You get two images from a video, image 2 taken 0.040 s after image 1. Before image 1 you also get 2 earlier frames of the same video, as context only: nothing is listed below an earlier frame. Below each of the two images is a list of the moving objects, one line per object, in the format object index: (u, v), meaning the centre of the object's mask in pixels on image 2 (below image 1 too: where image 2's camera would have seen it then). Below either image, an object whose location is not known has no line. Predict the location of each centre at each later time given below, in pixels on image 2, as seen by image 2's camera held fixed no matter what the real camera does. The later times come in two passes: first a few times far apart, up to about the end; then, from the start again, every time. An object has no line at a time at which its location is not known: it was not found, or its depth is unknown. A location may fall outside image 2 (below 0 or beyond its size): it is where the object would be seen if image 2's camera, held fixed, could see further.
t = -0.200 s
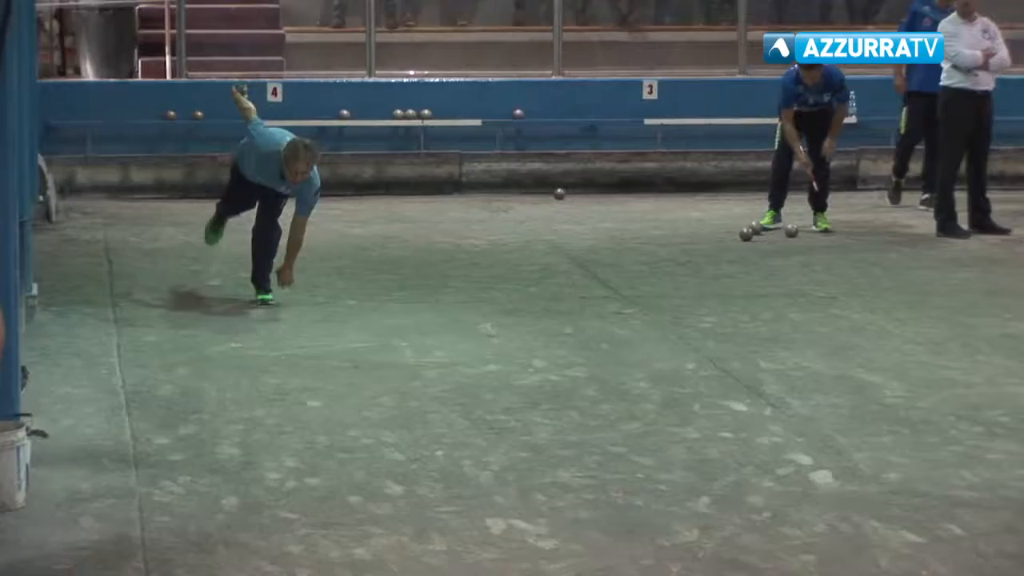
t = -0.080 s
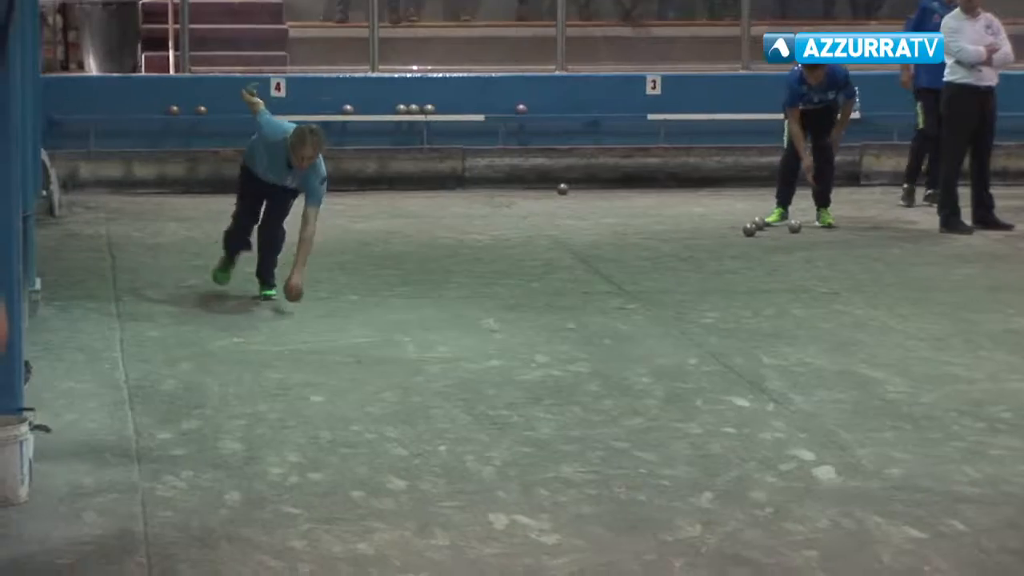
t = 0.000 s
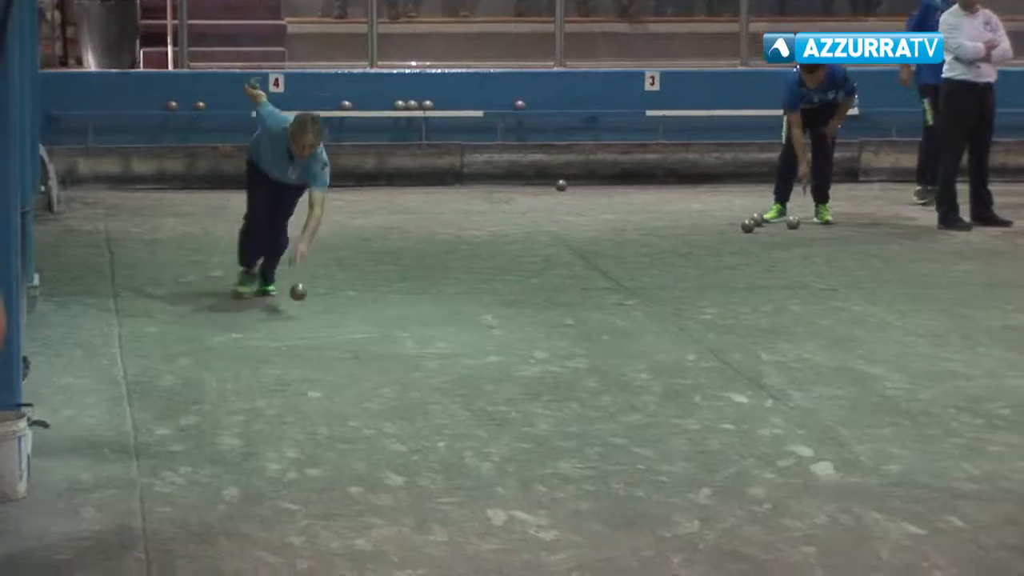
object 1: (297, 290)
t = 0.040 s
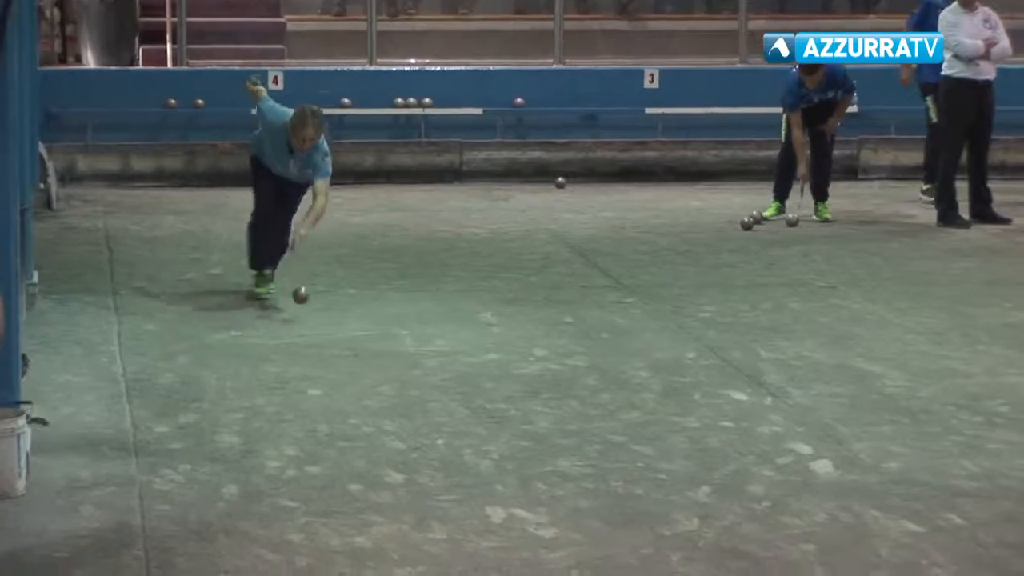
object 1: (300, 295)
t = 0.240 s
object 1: (320, 336)
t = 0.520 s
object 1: (347, 366)
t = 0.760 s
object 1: (367, 390)
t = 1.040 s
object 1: (387, 419)
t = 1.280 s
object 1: (408, 443)
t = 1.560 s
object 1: (432, 473)
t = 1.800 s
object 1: (457, 502)
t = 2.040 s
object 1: (485, 533)
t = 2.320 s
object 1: (522, 569)
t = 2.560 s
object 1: (556, 601)
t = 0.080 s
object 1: (305, 304)
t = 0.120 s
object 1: (308, 315)
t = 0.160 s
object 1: (312, 327)
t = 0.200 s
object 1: (316, 332)
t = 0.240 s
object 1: (320, 336)
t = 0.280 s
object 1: (324, 341)
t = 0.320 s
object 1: (328, 345)
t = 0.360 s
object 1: (332, 350)
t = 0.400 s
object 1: (336, 354)
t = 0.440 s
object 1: (340, 358)
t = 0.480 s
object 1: (343, 362)
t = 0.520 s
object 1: (347, 366)
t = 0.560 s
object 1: (351, 370)
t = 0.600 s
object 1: (355, 374)
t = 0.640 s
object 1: (358, 377)
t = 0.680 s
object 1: (360, 381)
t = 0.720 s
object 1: (363, 385)
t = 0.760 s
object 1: (367, 390)
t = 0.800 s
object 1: (370, 394)
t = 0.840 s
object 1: (373, 398)
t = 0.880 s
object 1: (376, 402)
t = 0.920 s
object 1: (379, 406)
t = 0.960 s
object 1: (382, 411)
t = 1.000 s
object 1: (385, 415)
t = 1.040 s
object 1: (387, 419)
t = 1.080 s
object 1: (390, 423)
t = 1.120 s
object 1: (394, 426)
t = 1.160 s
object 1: (397, 431)
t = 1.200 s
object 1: (401, 435)
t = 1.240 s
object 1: (404, 439)
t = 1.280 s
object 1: (408, 443)
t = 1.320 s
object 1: (411, 447)
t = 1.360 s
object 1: (414, 452)
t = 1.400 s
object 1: (418, 456)
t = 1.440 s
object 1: (421, 460)
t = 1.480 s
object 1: (426, 464)
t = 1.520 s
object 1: (428, 469)
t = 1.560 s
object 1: (432, 473)
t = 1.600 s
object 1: (436, 478)
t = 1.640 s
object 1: (440, 483)
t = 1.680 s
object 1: (444, 488)
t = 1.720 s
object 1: (448, 492)
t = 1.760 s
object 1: (452, 497)
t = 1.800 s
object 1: (457, 502)
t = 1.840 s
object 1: (461, 506)
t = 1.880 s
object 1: (466, 512)
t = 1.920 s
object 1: (470, 517)
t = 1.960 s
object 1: (475, 522)
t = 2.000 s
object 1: (480, 527)
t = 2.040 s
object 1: (485, 533)
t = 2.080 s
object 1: (490, 537)
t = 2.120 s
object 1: (495, 543)
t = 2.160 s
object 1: (501, 548)
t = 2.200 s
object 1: (506, 553)
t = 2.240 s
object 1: (511, 558)
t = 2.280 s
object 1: (517, 563)
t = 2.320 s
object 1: (522, 569)
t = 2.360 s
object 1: (528, 574)
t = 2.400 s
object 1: (533, 579)
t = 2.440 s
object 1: (538, 585)
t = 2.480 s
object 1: (544, 590)
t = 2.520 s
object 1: (551, 595)
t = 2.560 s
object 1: (556, 601)
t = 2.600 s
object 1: (563, 607)
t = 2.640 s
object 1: (569, 612)
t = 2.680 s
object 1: (575, 618)
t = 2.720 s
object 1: (582, 623)
